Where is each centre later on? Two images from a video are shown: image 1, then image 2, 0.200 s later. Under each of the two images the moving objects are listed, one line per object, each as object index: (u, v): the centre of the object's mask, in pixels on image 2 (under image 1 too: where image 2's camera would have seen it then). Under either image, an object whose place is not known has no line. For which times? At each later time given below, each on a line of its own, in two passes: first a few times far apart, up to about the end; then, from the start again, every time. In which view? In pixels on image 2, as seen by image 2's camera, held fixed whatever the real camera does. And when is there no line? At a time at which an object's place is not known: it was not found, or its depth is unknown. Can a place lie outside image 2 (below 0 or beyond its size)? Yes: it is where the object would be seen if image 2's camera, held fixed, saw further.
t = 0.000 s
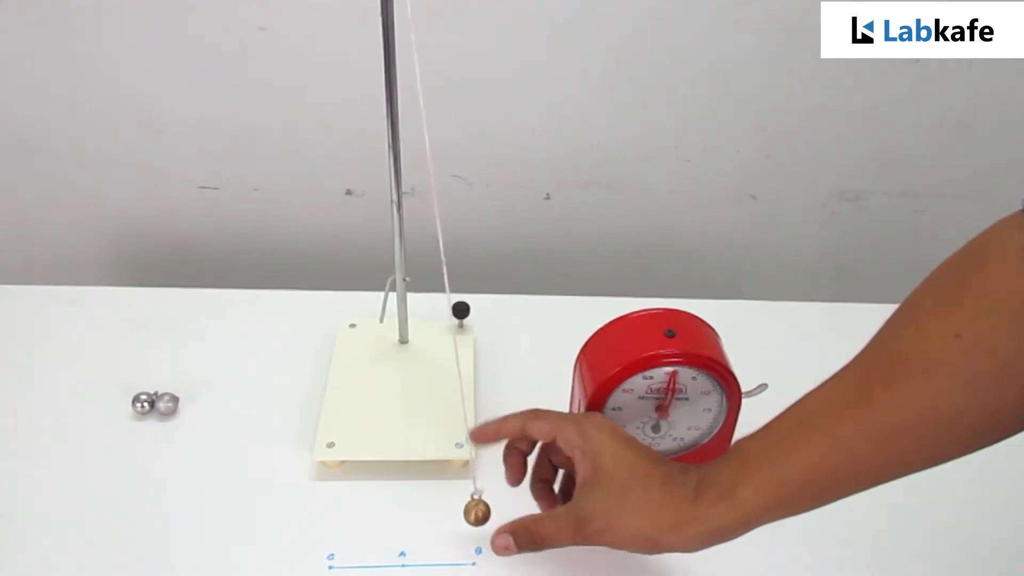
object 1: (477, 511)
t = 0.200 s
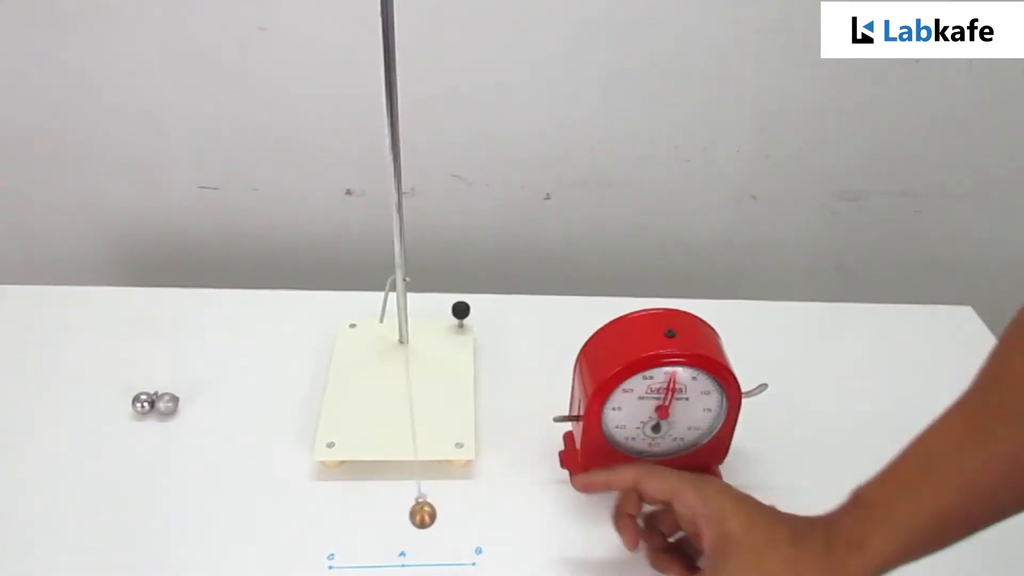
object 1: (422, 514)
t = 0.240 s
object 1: (407, 514)
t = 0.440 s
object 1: (333, 517)
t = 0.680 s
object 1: (302, 522)
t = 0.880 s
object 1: (348, 525)
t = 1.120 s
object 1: (440, 520)
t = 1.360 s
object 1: (482, 512)
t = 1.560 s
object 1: (448, 512)
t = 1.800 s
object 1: (359, 516)
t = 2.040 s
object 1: (302, 520)
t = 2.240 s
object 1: (325, 524)
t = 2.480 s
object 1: (412, 523)
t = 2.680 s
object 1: (472, 515)
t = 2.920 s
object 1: (467, 511)
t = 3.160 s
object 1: (388, 516)
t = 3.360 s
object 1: (320, 519)
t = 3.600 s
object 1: (309, 523)
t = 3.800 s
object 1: (368, 525)
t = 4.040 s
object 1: (455, 519)
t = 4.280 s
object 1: (478, 512)
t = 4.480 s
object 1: (431, 514)
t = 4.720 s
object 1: (342, 518)
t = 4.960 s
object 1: (303, 522)
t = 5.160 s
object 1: (341, 525)
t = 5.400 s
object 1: (431, 521)
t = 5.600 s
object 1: (478, 513)
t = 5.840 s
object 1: (454, 512)
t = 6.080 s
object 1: (368, 516)
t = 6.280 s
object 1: (311, 520)
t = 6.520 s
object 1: (320, 524)
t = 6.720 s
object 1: (387, 524)
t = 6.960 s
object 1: (466, 516)
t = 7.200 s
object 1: (470, 511)
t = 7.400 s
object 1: (412, 514)
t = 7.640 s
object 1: (328, 518)
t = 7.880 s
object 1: (307, 523)
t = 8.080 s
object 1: (358, 525)
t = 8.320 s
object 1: (446, 519)
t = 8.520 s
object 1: (479, 512)
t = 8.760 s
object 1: (438, 513)
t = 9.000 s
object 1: (351, 517)
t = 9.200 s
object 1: (305, 521)
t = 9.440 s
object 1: (334, 525)
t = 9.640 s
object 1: (406, 524)
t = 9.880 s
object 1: (473, 514)
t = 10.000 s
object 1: (478, 511)
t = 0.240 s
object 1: (407, 514)
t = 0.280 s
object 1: (392, 515)
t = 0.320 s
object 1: (376, 515)
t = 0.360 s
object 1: (361, 517)
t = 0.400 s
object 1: (346, 517)
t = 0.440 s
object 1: (333, 517)
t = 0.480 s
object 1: (322, 518)
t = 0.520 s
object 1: (313, 519)
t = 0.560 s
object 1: (306, 519)
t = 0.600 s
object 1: (302, 520)
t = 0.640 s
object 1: (301, 521)
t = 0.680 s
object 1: (302, 522)
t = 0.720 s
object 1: (307, 522)
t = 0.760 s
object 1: (314, 523)
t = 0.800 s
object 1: (323, 524)
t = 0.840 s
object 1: (335, 525)
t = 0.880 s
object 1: (348, 525)
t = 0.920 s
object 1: (363, 525)
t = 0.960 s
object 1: (379, 525)
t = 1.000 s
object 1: (395, 524)
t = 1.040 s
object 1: (410, 523)
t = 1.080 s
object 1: (426, 522)
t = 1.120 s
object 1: (440, 520)
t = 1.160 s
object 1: (452, 519)
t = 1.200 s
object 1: (463, 517)
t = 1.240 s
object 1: (472, 516)
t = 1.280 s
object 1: (478, 514)
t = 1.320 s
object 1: (481, 513)
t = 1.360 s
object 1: (482, 512)
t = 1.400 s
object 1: (480, 511)
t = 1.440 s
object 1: (476, 511)
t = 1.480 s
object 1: (469, 511)
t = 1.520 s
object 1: (459, 511)
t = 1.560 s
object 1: (448, 512)
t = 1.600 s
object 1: (435, 513)
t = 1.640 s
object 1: (421, 514)
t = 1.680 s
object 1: (406, 514)
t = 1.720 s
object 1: (390, 515)
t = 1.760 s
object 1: (374, 516)
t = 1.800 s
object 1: (359, 516)
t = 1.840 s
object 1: (345, 517)
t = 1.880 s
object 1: (332, 518)
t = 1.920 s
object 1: (321, 518)
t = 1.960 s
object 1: (312, 519)
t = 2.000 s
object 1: (306, 519)
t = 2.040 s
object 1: (302, 520)
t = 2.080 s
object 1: (301, 521)
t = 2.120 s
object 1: (303, 522)
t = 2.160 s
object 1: (308, 523)
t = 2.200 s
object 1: (315, 524)
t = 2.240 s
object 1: (325, 524)
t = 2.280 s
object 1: (337, 525)
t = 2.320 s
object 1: (350, 525)
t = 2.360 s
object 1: (365, 525)
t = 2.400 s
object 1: (381, 525)
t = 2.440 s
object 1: (397, 524)
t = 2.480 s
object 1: (412, 523)
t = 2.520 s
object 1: (427, 522)
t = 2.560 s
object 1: (441, 520)
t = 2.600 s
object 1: (453, 519)
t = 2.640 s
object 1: (464, 517)
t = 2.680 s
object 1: (472, 515)
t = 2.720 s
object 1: (478, 514)
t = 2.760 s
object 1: (481, 513)
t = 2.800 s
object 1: (481, 512)
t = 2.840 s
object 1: (479, 511)
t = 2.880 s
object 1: (474, 511)
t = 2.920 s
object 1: (467, 511)
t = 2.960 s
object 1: (458, 512)
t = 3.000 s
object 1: (446, 513)
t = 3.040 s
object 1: (433, 513)
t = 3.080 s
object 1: (418, 514)
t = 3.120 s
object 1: (403, 515)
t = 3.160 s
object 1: (388, 516)
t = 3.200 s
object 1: (372, 516)
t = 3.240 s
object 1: (357, 517)
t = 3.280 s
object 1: (343, 518)
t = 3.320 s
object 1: (331, 518)
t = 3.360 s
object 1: (320, 519)
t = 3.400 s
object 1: (312, 520)
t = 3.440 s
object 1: (306, 520)
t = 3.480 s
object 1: (303, 521)
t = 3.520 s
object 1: (302, 522)
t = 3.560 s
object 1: (304, 523)
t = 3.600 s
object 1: (309, 523)
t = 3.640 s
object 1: (317, 524)
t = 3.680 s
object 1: (327, 525)
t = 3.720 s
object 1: (339, 526)
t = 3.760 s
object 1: (353, 526)
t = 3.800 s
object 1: (368, 525)
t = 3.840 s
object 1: (383, 525)
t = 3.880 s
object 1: (399, 525)
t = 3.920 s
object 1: (414, 523)
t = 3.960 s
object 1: (429, 522)
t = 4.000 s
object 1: (443, 520)
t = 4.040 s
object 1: (455, 519)
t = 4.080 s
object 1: (465, 517)
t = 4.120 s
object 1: (472, 515)
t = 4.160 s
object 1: (478, 514)
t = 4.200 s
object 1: (481, 513)
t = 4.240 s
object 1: (481, 512)
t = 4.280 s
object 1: (478, 512)
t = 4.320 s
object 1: (473, 511)
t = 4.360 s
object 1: (466, 512)
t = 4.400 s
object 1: (456, 512)
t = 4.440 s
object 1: (444, 513)
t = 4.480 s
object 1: (431, 514)
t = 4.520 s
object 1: (417, 514)
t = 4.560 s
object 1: (401, 515)
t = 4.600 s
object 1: (386, 516)
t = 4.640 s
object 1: (371, 517)
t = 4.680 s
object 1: (356, 518)
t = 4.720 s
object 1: (342, 518)
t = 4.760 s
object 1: (330, 519)
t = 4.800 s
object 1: (320, 519)
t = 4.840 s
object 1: (311, 520)
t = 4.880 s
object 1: (306, 521)
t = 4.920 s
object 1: (303, 521)
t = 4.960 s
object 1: (303, 522)
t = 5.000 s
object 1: (305, 522)
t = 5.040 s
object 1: (311, 523)
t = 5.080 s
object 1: (319, 524)
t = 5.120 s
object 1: (329, 525)
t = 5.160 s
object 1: (341, 525)
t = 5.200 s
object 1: (355, 525)
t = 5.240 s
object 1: (370, 525)
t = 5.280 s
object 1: (385, 524)
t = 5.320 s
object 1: (401, 523)
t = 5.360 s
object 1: (416, 522)
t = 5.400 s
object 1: (431, 521)
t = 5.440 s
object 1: (444, 520)
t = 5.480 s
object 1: (456, 518)
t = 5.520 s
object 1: (465, 516)
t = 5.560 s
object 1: (473, 515)
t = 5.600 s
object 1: (478, 513)
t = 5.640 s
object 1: (480, 512)
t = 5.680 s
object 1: (480, 511)
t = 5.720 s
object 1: (477, 511)
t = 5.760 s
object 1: (472, 511)
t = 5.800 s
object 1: (464, 511)
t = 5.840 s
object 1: (454, 512)
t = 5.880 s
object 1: (442, 513)
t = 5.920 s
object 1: (429, 513)
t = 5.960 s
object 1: (414, 514)
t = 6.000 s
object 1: (399, 515)
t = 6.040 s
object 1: (384, 515)
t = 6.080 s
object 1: (368, 516)
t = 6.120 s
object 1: (354, 517)
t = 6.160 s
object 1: (340, 518)
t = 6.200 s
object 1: (329, 518)
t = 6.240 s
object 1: (319, 519)
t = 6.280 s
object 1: (311, 520)
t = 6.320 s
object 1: (305, 520)
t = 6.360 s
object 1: (303, 521)
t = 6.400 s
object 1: (303, 522)
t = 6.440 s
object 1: (306, 523)
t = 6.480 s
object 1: (312, 524)
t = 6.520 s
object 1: (320, 524)
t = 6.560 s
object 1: (330, 524)
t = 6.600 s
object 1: (343, 525)
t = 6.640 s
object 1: (357, 525)
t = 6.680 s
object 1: (371, 525)
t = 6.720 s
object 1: (387, 524)
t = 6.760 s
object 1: (402, 523)
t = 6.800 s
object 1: (418, 522)
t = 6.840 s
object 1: (432, 520)
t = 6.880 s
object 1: (445, 519)
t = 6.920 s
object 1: (456, 517)
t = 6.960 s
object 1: (466, 516)
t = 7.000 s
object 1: (473, 514)
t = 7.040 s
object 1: (477, 513)
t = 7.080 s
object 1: (480, 512)
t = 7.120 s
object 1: (479, 511)
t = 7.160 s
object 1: (476, 511)
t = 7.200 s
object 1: (470, 511)
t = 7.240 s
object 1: (462, 511)
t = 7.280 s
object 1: (452, 512)
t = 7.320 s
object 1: (440, 512)
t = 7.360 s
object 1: (427, 513)
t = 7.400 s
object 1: (412, 514)
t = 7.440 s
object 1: (397, 515)
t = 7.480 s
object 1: (382, 515)
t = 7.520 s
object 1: (367, 516)
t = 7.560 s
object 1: (352, 517)
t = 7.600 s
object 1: (339, 518)
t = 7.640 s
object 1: (328, 518)
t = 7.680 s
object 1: (318, 519)
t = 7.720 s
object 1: (310, 520)
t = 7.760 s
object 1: (306, 521)
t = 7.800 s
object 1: (303, 521)
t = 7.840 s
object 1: (304, 522)
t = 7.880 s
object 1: (307, 523)
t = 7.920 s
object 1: (313, 523)
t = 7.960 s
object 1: (322, 525)
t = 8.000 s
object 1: (332, 525)
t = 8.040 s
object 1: (345, 526)
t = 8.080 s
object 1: (358, 525)
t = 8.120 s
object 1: (373, 525)
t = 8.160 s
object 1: (389, 524)
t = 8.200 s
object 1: (404, 523)
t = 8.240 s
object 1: (419, 522)
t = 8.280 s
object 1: (433, 521)
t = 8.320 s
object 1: (446, 519)
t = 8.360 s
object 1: (457, 517)
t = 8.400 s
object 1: (466, 515)
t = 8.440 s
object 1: (473, 514)
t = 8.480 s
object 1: (477, 513)
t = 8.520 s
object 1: (479, 512)
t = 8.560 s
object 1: (478, 511)
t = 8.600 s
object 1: (475, 511)
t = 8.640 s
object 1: (469, 511)
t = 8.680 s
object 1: (461, 511)
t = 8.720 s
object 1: (450, 512)
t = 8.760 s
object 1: (438, 513)
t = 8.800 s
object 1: (425, 513)
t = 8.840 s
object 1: (410, 514)
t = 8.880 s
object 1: (395, 515)
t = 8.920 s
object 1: (380, 516)
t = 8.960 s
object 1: (365, 517)
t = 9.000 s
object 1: (351, 517)
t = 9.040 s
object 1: (338, 518)
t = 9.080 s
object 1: (327, 519)
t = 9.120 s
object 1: (317, 519)
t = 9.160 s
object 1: (310, 520)
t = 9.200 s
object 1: (305, 521)
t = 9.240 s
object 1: (304, 522)
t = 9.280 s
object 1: (305, 523)
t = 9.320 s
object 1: (308, 523)
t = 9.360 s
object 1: (314, 524)
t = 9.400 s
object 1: (323, 525)
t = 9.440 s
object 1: (334, 525)
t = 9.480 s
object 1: (347, 526)
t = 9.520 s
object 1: (360, 526)
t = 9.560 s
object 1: (375, 525)
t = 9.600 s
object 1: (391, 524)
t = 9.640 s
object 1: (406, 524)
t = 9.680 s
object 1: (421, 522)
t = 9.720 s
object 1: (435, 521)
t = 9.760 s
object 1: (447, 519)
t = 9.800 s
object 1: (458, 517)
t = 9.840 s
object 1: (467, 515)
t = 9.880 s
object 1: (473, 514)
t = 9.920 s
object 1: (477, 513)
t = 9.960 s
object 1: (479, 512)
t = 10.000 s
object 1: (478, 511)
